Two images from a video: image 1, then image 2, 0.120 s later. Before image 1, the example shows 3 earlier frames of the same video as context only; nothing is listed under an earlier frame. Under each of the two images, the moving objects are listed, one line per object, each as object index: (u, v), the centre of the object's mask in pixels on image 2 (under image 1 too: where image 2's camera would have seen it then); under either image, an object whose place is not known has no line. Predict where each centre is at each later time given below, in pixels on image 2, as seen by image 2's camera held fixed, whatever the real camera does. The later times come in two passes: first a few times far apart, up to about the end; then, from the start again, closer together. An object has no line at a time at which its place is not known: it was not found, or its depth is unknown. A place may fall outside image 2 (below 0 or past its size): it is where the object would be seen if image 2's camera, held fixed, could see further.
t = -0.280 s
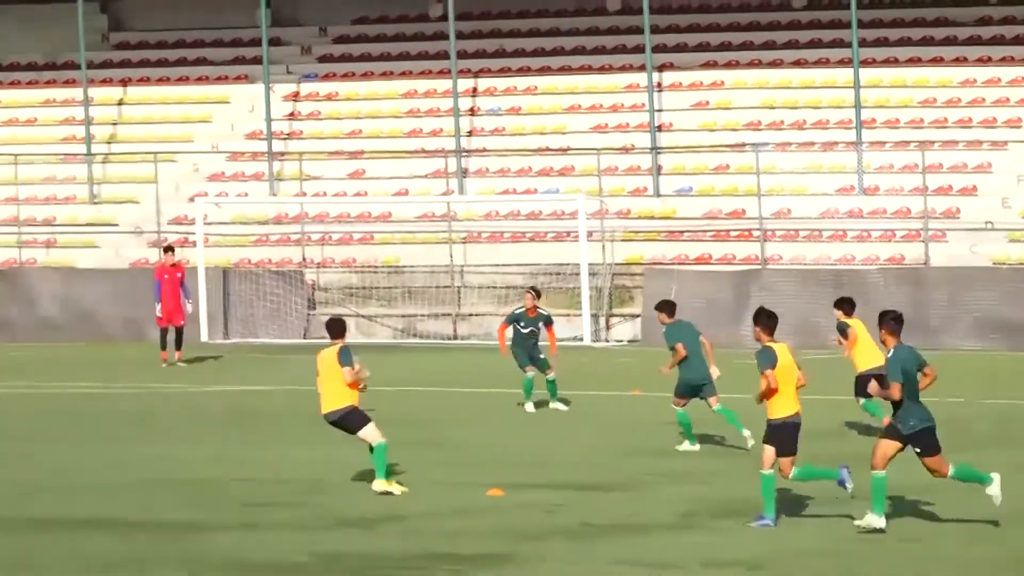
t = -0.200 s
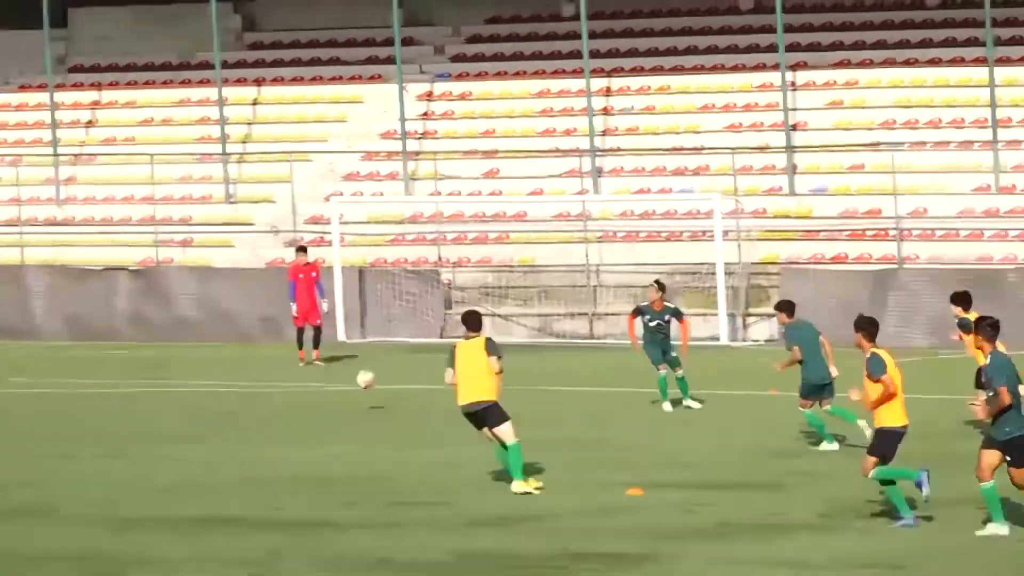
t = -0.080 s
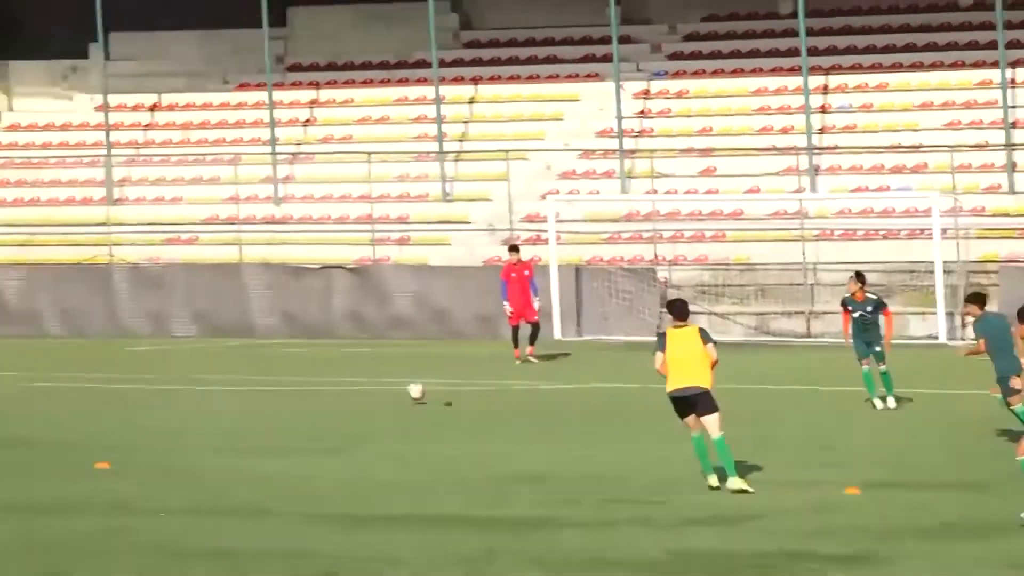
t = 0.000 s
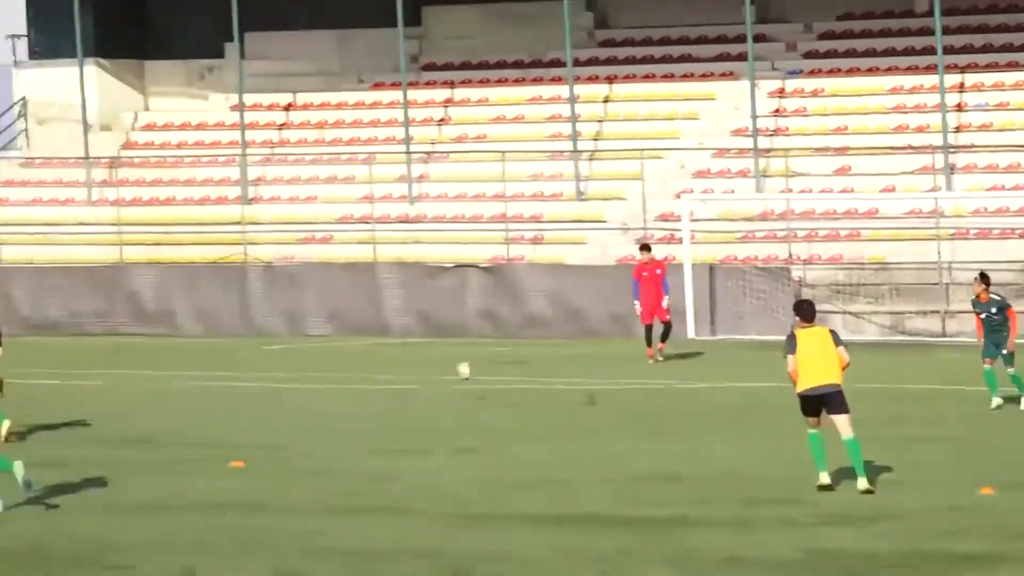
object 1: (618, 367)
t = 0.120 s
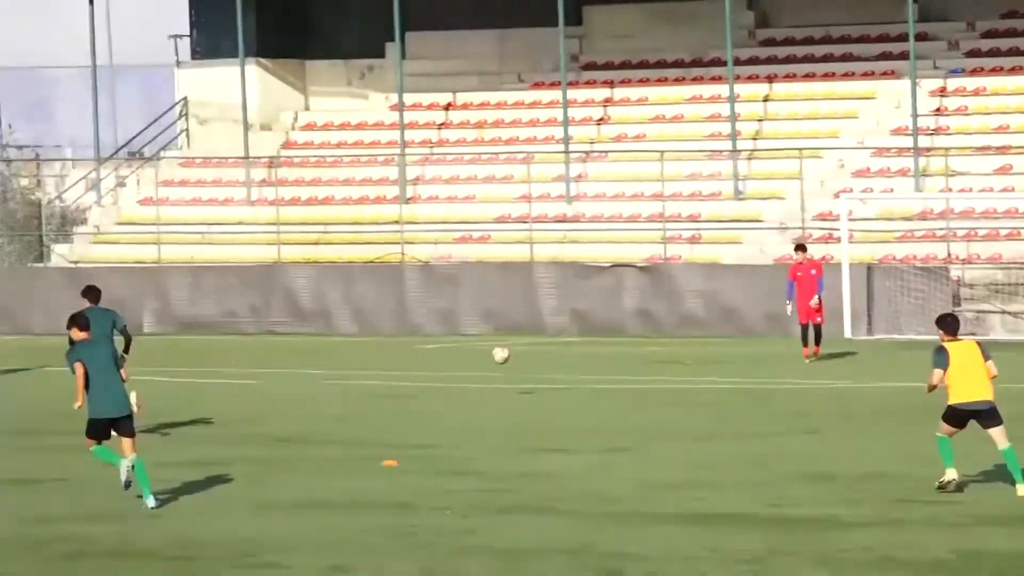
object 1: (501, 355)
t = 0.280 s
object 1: (353, 358)
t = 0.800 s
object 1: (15, 374)
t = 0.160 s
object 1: (463, 354)
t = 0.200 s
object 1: (426, 354)
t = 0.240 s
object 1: (389, 355)
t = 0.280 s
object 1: (353, 358)
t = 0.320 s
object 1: (319, 363)
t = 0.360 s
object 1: (286, 368)
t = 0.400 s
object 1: (255, 375)
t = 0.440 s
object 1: (224, 383)
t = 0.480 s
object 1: (202, 376)
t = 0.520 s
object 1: (179, 371)
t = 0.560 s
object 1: (156, 367)
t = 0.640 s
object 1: (108, 363)
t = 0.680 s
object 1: (83, 364)
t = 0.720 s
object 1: (61, 366)
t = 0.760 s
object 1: (37, 369)
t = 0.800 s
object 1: (15, 374)
